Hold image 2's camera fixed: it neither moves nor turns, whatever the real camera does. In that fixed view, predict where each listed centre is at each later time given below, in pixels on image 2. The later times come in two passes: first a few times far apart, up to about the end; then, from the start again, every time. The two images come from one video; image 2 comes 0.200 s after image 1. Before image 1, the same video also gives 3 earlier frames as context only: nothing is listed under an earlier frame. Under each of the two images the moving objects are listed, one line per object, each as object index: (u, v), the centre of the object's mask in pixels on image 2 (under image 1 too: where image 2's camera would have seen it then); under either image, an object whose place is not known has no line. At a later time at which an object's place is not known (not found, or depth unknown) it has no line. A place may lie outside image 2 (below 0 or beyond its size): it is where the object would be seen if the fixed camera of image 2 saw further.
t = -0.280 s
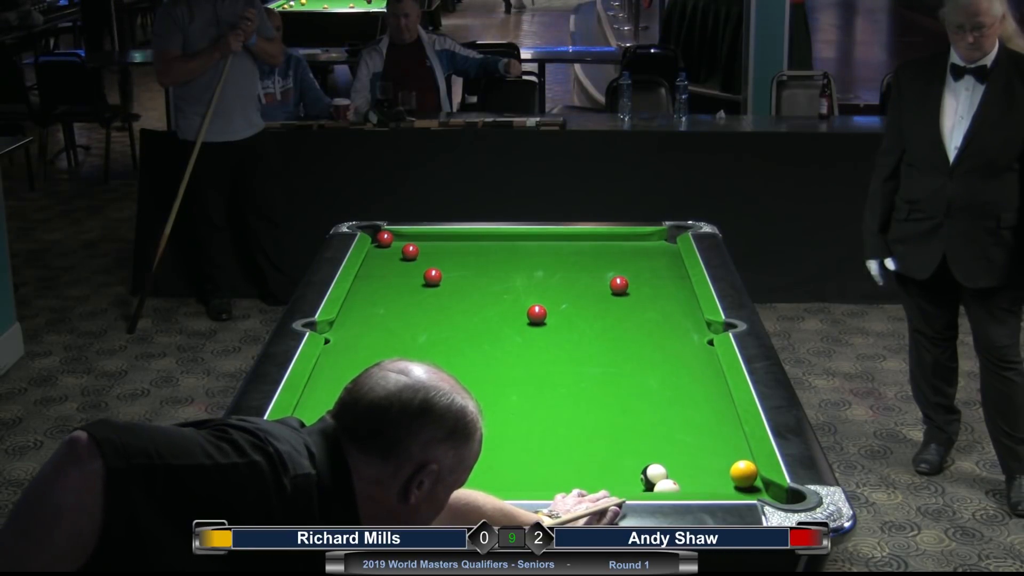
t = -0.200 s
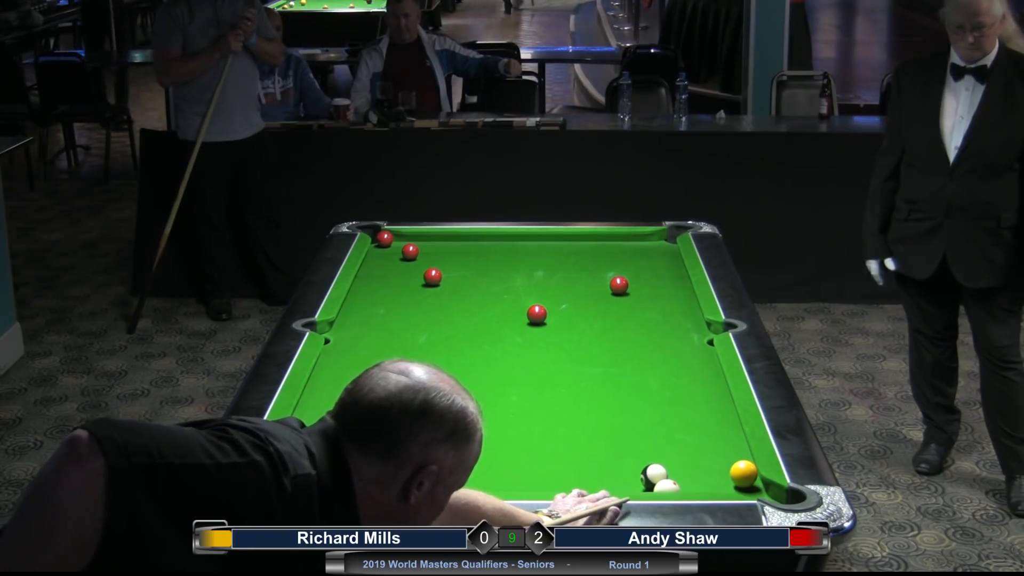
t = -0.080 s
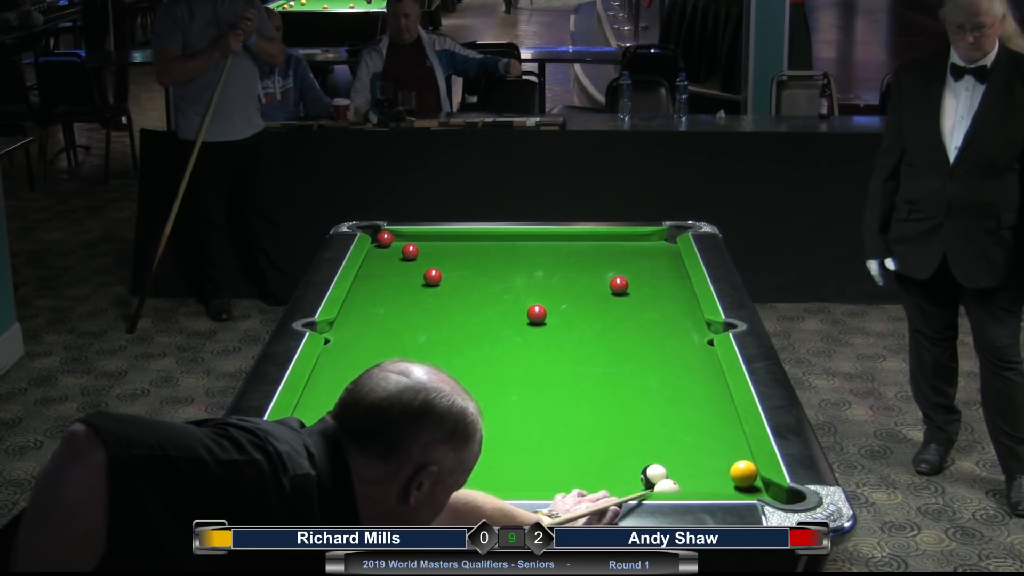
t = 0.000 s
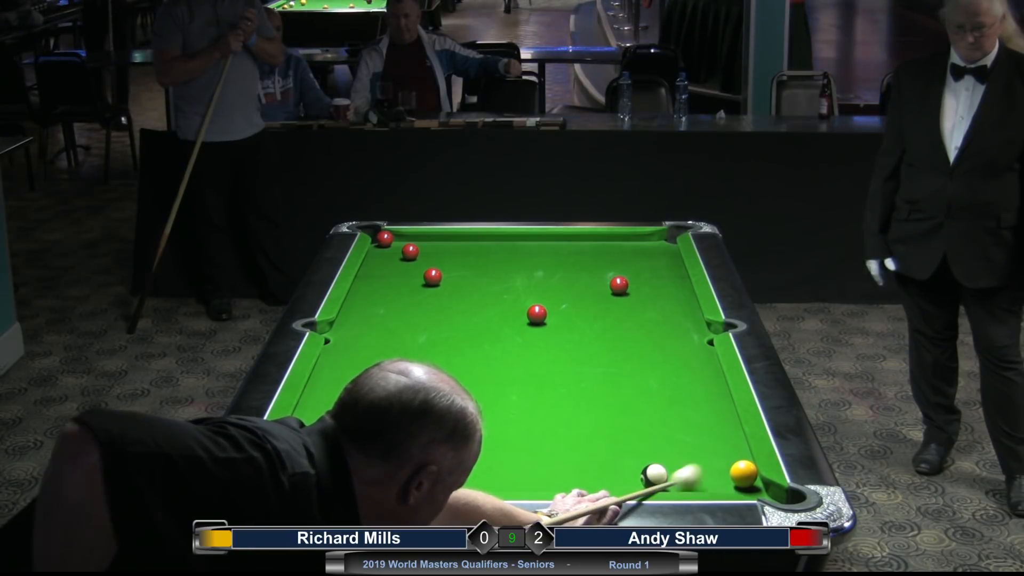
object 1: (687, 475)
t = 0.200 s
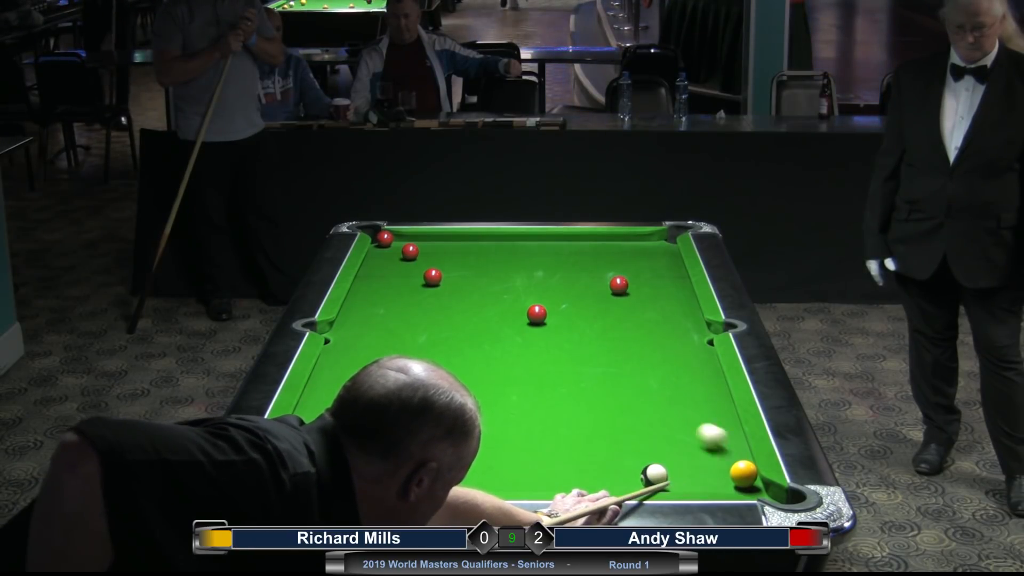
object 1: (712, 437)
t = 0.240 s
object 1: (698, 430)
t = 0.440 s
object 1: (639, 401)
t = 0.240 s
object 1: (698, 430)
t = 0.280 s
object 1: (686, 424)
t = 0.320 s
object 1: (673, 418)
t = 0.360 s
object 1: (662, 412)
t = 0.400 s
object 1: (650, 406)
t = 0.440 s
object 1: (639, 401)
